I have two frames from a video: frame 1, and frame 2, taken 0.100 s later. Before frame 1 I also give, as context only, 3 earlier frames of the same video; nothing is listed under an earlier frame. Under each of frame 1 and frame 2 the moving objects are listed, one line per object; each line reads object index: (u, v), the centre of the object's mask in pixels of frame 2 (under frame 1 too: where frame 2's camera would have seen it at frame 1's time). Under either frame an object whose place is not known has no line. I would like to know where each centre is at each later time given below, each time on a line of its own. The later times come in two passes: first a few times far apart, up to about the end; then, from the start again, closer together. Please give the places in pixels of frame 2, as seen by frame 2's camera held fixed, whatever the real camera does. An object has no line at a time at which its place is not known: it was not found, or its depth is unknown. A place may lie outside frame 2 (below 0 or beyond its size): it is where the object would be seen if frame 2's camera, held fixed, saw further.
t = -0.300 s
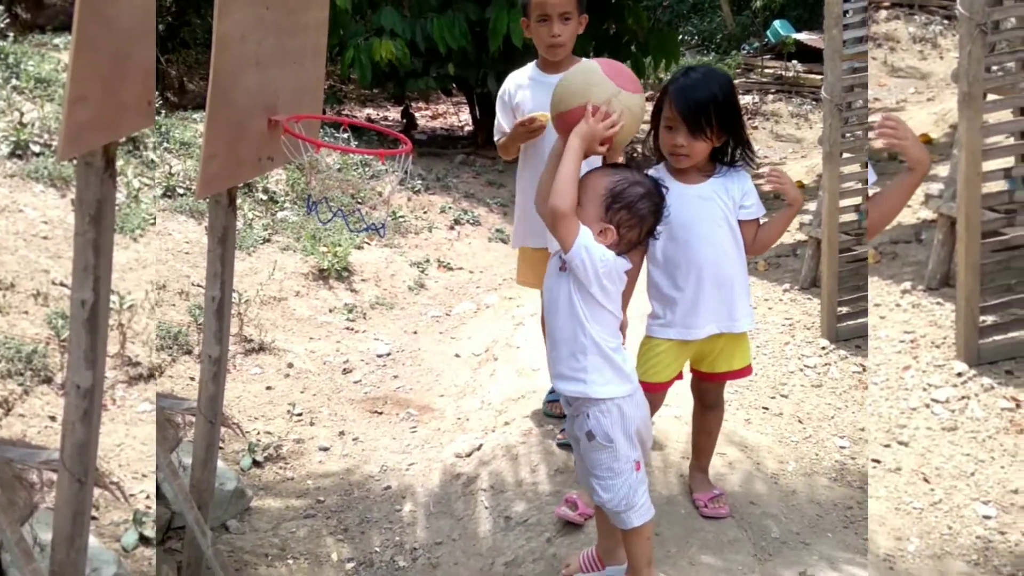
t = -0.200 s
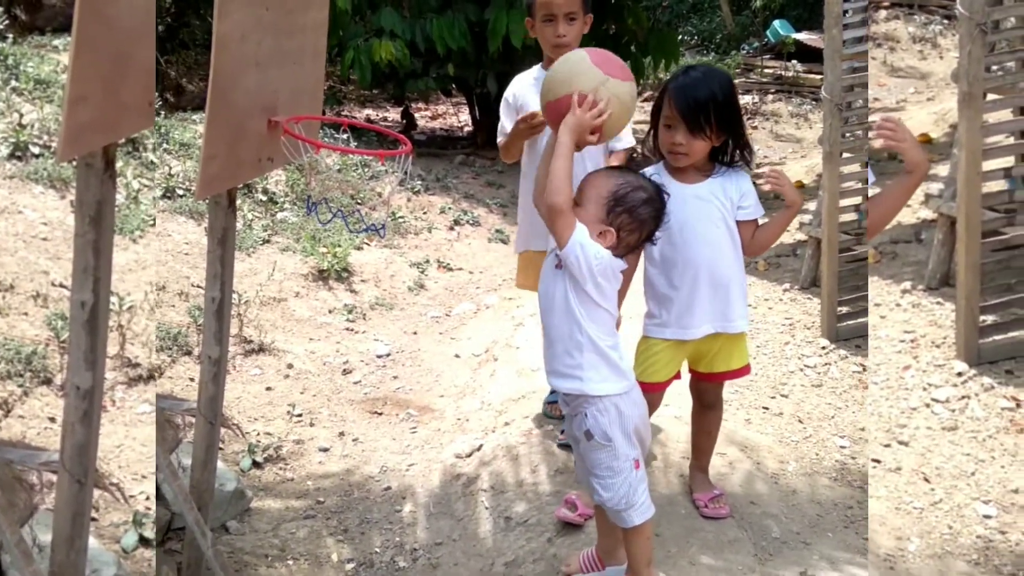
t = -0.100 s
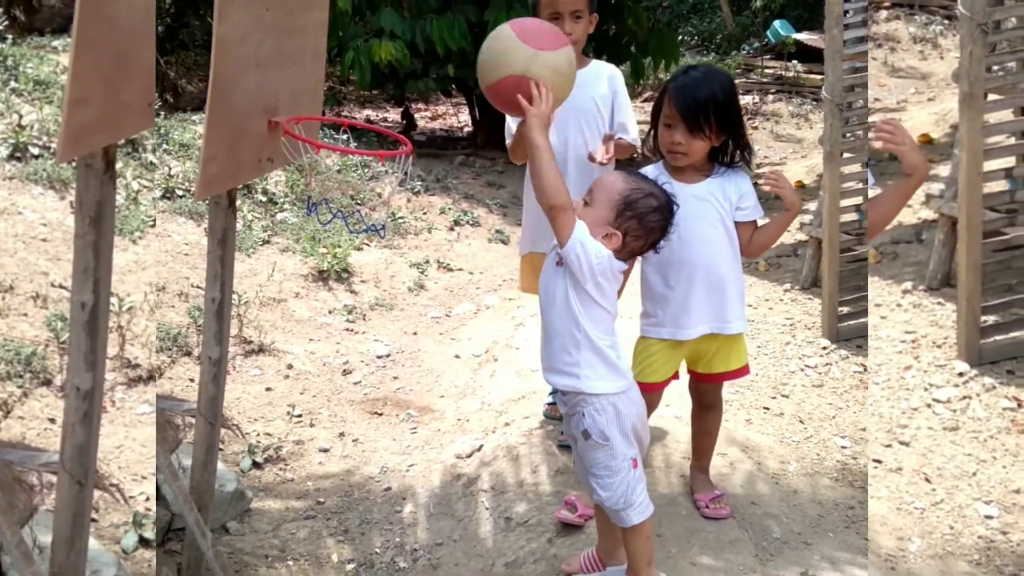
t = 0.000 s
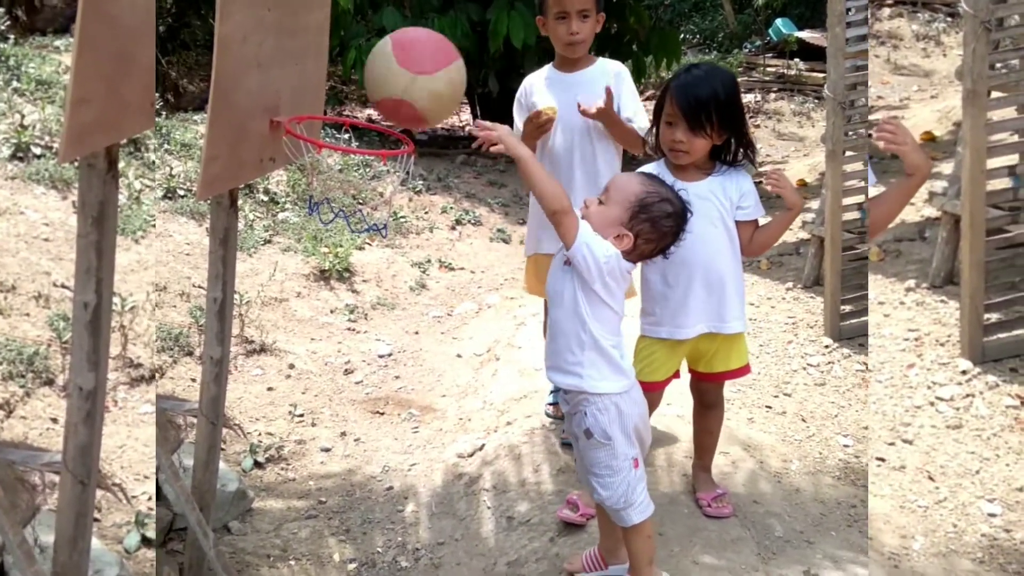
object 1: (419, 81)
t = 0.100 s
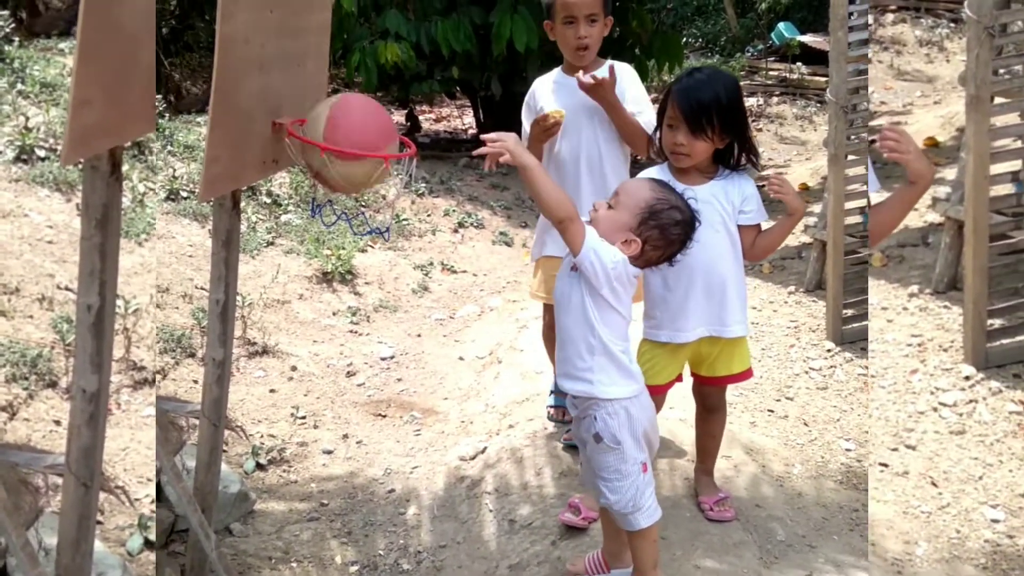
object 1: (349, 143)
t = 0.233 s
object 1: (360, 247)
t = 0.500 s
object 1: (377, 549)
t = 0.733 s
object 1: (379, 404)
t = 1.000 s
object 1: (404, 500)
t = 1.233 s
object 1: (425, 458)
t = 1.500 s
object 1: (447, 487)
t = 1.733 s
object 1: (441, 493)
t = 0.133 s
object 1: (360, 167)
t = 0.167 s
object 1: (359, 189)
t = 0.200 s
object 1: (360, 215)
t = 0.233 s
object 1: (360, 247)
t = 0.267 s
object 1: (362, 282)
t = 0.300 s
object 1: (363, 321)
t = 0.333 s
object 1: (364, 363)
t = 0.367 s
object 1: (367, 409)
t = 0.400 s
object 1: (371, 458)
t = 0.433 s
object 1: (375, 510)
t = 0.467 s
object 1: (378, 551)
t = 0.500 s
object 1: (377, 549)
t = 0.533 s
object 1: (377, 522)
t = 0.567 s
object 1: (377, 490)
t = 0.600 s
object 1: (376, 464)
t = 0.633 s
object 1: (376, 442)
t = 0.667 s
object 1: (375, 425)
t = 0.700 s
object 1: (376, 412)
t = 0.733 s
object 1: (379, 404)
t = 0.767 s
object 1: (381, 401)
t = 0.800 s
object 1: (383, 402)
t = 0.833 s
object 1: (385, 408)
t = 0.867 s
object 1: (388, 418)
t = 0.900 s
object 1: (392, 433)
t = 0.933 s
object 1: (396, 452)
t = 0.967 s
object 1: (399, 474)
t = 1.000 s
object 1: (404, 500)
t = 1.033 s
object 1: (407, 530)
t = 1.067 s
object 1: (409, 518)
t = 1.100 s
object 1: (412, 497)
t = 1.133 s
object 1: (415, 481)
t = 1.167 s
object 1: (418, 469)
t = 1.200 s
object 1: (421, 462)
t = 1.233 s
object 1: (425, 458)
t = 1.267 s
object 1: (429, 459)
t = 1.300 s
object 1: (433, 463)
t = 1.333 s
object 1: (438, 473)
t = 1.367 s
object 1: (442, 486)
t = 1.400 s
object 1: (448, 503)
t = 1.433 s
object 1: (449, 502)
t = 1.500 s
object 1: (447, 487)
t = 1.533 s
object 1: (445, 476)
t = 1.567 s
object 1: (444, 470)
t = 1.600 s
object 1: (443, 468)
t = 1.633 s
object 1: (442, 469)
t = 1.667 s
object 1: (441, 474)
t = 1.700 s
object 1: (441, 485)
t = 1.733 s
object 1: (441, 493)
